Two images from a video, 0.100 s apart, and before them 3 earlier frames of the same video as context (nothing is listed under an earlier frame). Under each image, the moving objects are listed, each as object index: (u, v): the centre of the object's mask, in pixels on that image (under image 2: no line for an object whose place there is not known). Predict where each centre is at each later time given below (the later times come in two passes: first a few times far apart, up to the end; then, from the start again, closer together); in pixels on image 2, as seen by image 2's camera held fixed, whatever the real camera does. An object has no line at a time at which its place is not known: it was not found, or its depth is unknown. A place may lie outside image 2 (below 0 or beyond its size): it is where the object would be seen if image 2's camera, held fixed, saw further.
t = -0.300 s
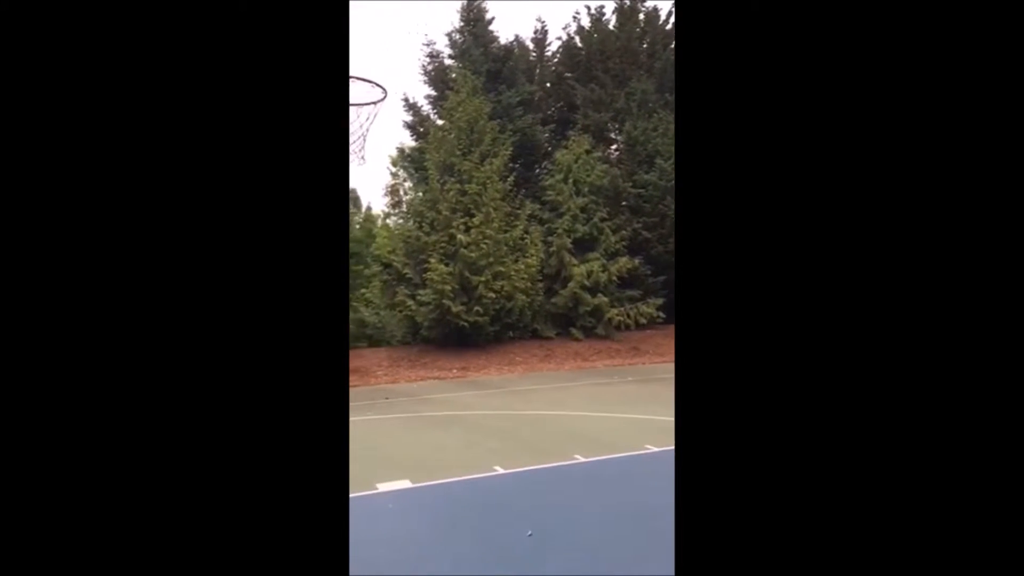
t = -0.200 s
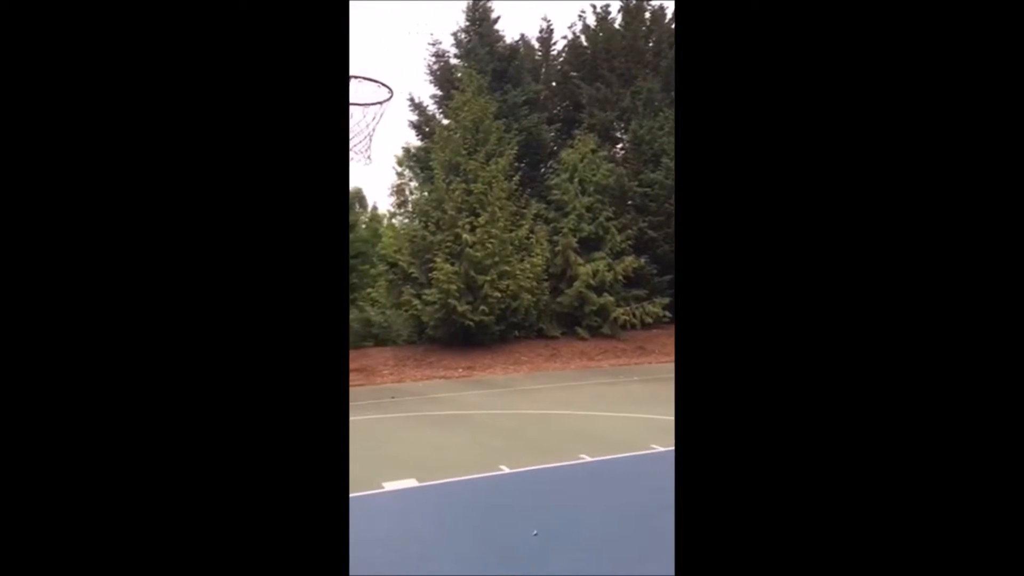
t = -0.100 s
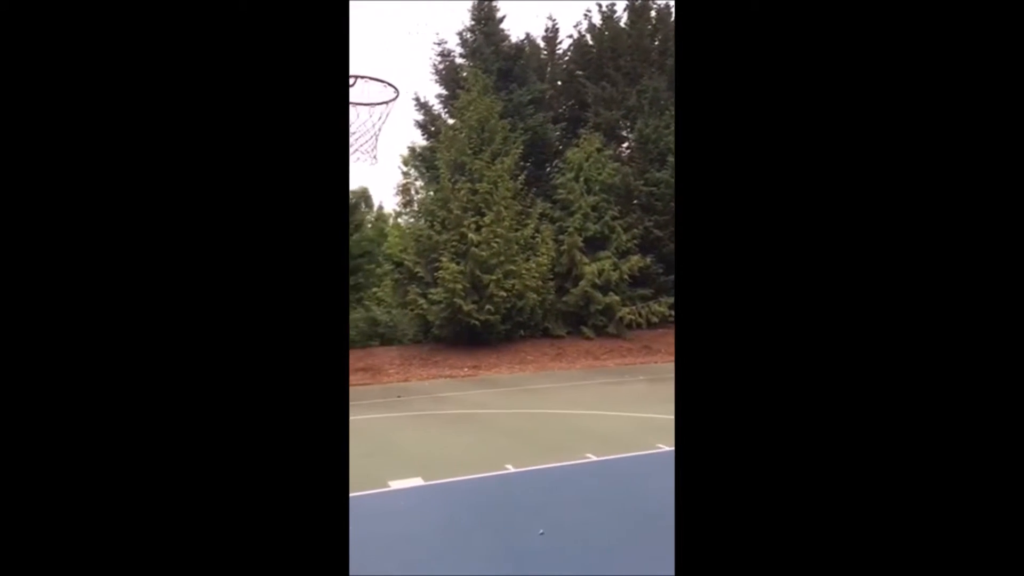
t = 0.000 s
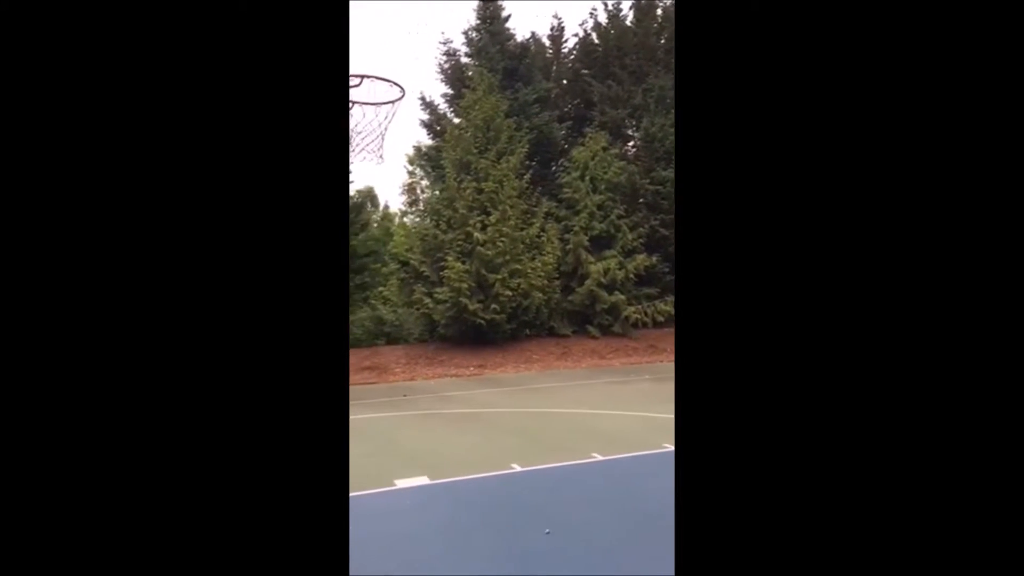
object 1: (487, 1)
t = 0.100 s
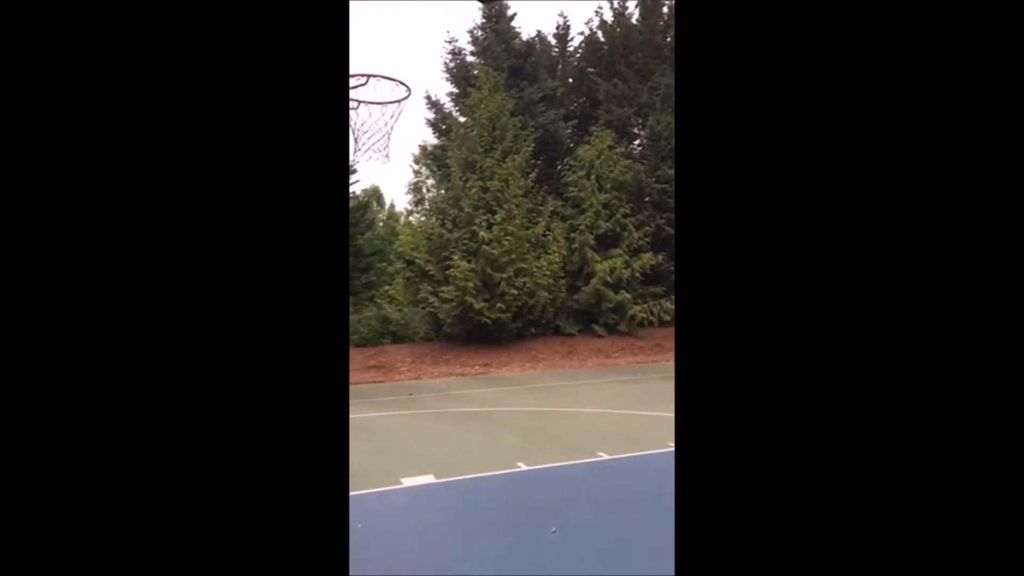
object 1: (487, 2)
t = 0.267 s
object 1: (477, 6)
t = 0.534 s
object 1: (454, 12)
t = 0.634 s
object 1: (447, 15)
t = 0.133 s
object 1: (485, 3)
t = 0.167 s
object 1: (482, 4)
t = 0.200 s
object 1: (481, 4)
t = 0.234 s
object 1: (479, 5)
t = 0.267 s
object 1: (477, 6)
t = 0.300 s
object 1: (473, 6)
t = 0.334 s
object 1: (470, 7)
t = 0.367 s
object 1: (467, 8)
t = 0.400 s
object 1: (464, 9)
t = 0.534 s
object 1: (454, 12)
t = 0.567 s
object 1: (452, 13)
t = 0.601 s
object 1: (449, 14)
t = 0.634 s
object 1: (447, 15)
